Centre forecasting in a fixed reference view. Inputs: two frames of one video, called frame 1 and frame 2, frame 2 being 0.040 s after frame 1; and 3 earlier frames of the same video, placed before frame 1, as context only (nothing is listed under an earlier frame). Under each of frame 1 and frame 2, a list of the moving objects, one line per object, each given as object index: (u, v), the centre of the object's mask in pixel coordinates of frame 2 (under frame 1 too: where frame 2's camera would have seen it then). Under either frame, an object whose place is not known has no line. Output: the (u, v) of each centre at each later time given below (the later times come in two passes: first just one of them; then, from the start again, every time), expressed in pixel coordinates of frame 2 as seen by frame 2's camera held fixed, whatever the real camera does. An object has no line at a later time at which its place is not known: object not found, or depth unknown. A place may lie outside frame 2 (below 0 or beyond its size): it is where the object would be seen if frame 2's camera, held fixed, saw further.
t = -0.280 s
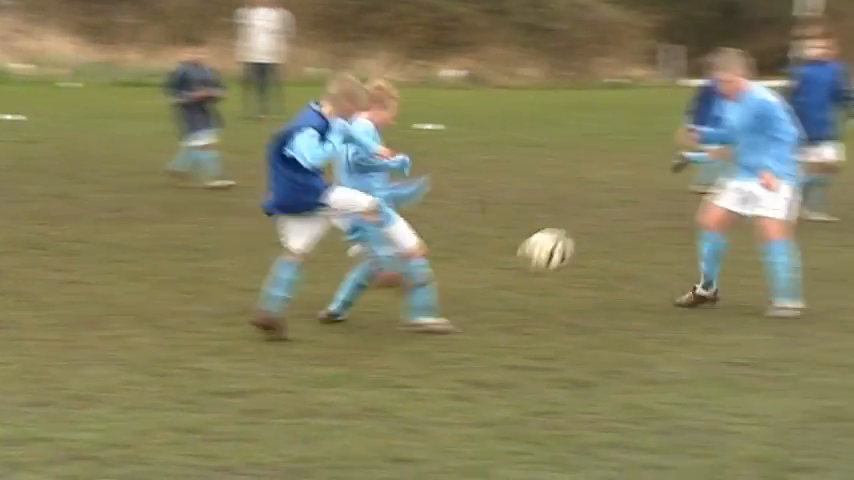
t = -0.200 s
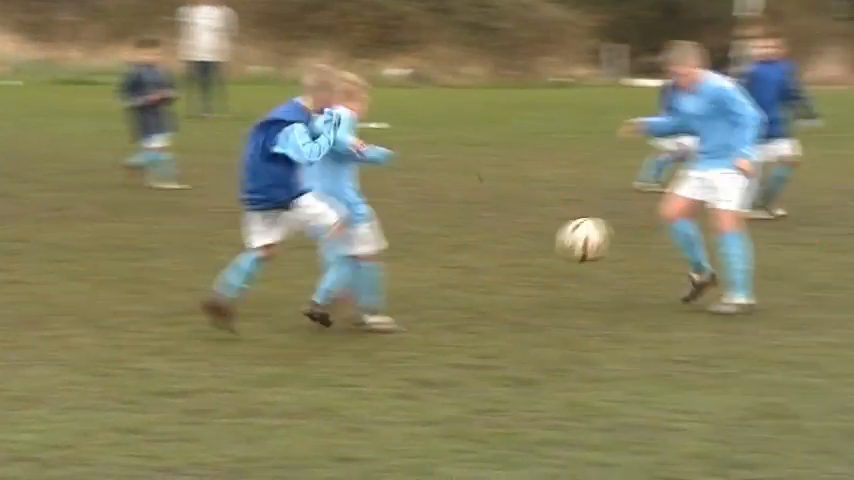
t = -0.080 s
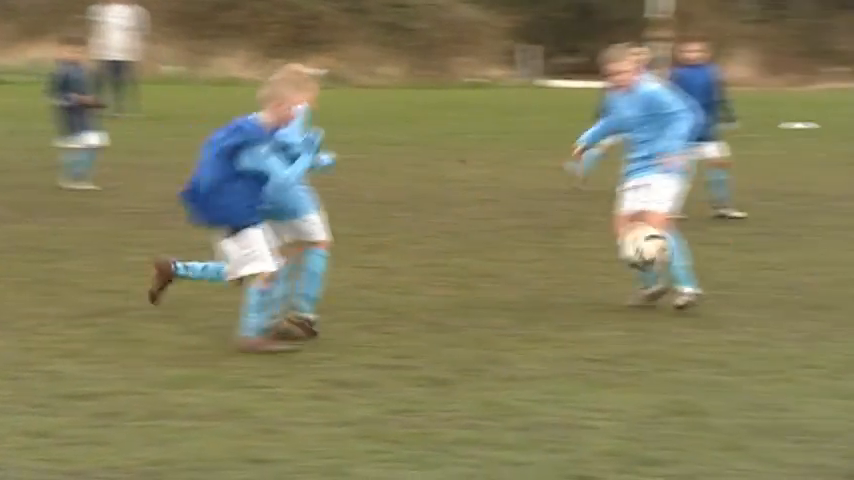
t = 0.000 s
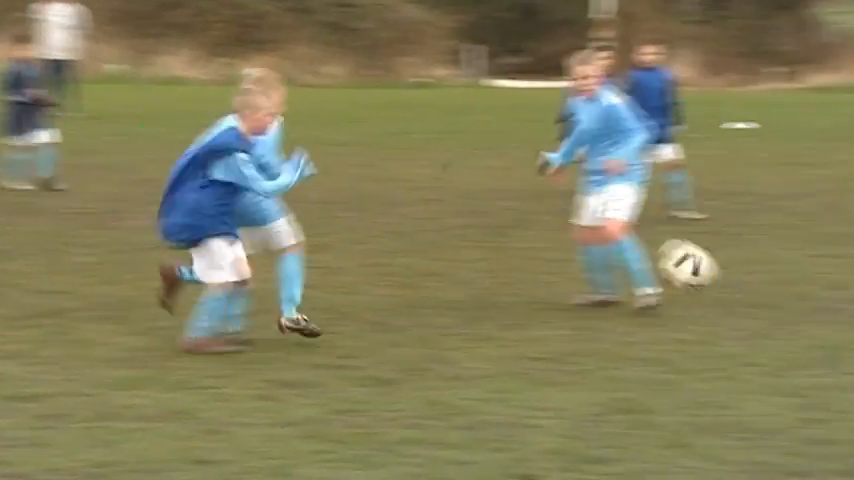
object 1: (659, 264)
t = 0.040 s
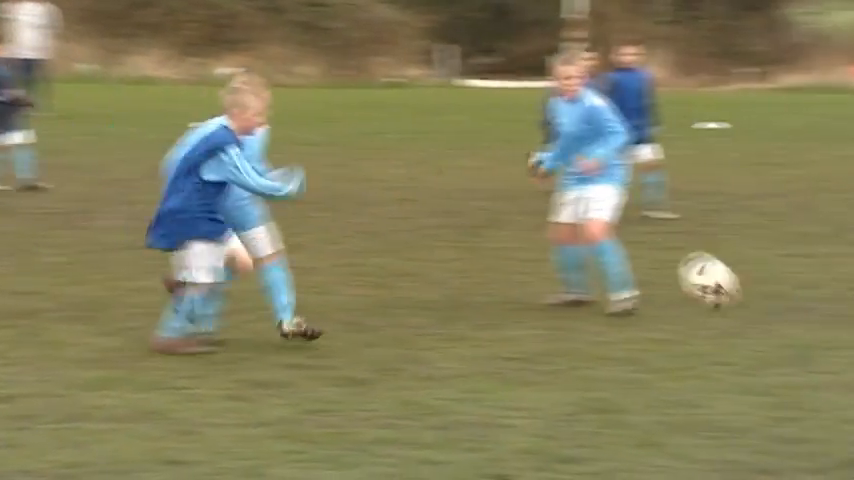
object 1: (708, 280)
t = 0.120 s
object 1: (812, 322)
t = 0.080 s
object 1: (760, 299)
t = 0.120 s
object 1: (812, 322)
